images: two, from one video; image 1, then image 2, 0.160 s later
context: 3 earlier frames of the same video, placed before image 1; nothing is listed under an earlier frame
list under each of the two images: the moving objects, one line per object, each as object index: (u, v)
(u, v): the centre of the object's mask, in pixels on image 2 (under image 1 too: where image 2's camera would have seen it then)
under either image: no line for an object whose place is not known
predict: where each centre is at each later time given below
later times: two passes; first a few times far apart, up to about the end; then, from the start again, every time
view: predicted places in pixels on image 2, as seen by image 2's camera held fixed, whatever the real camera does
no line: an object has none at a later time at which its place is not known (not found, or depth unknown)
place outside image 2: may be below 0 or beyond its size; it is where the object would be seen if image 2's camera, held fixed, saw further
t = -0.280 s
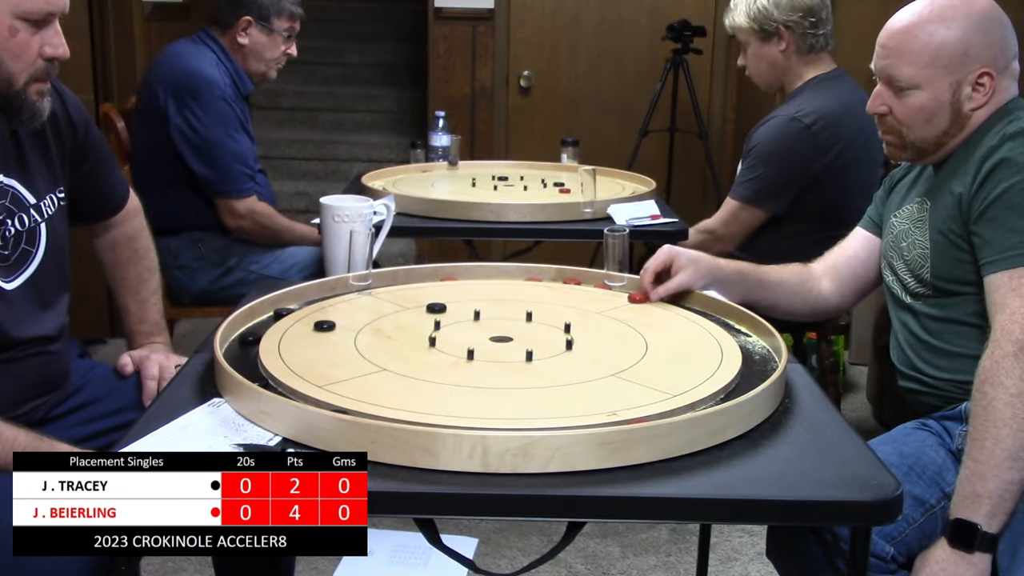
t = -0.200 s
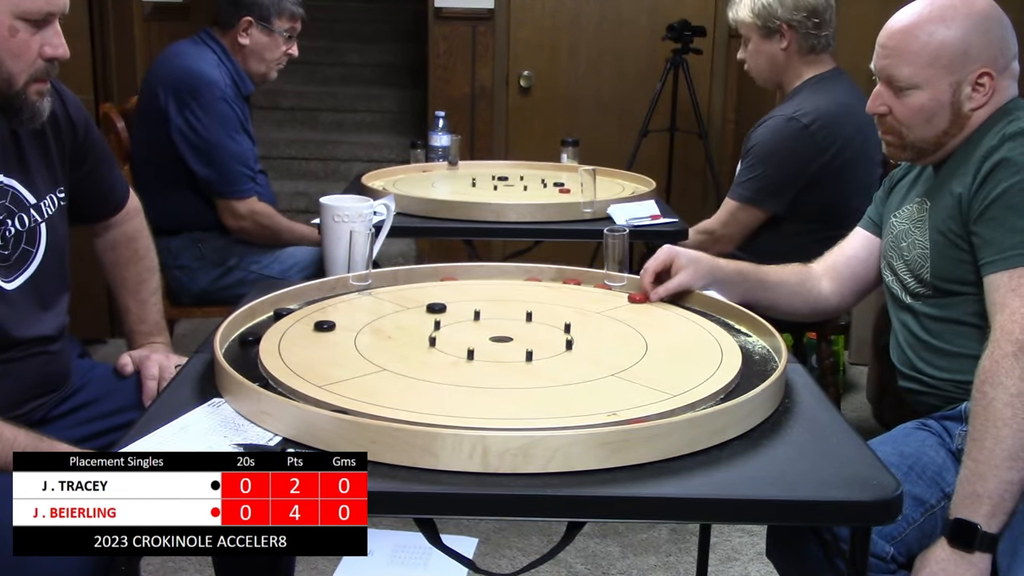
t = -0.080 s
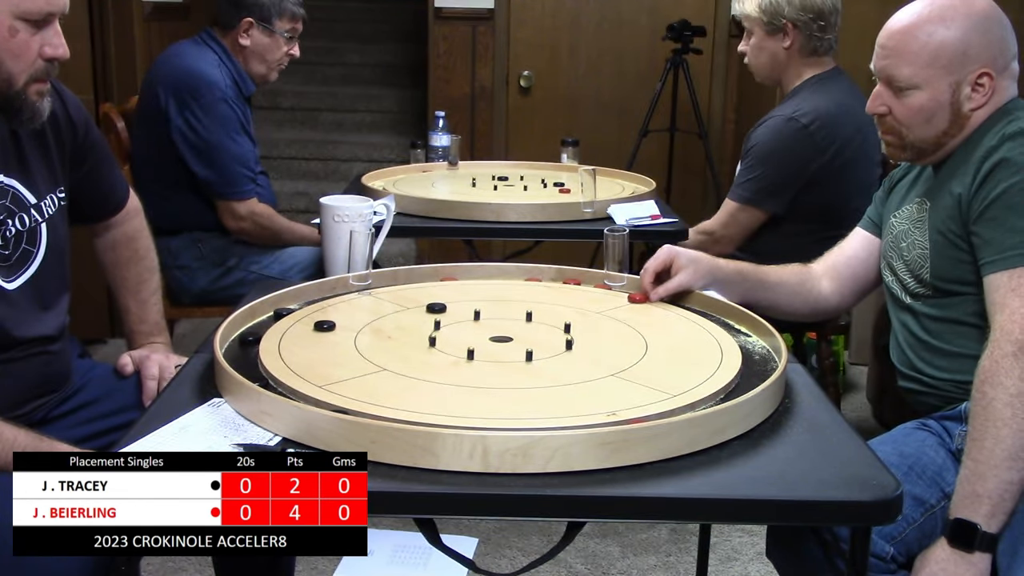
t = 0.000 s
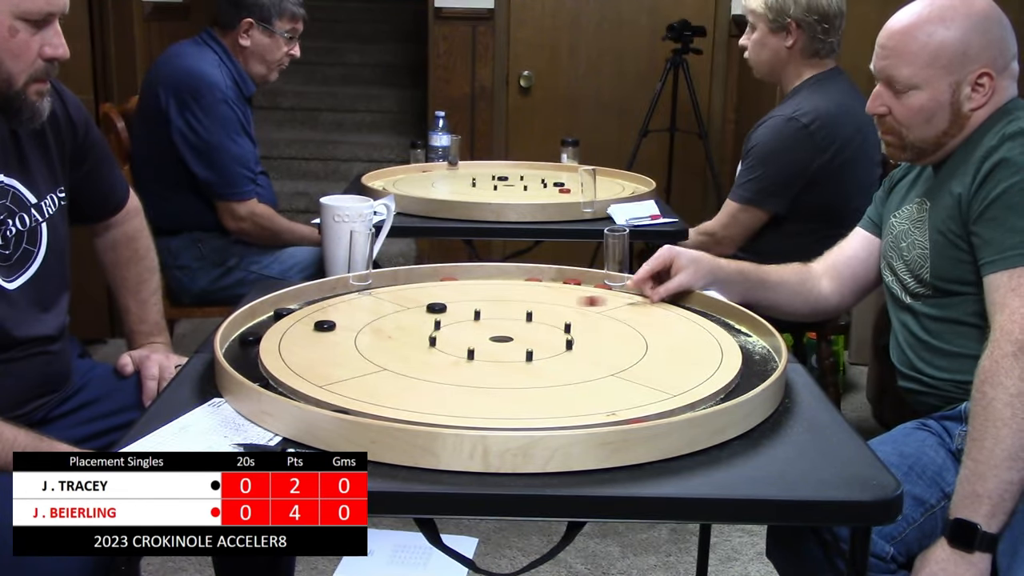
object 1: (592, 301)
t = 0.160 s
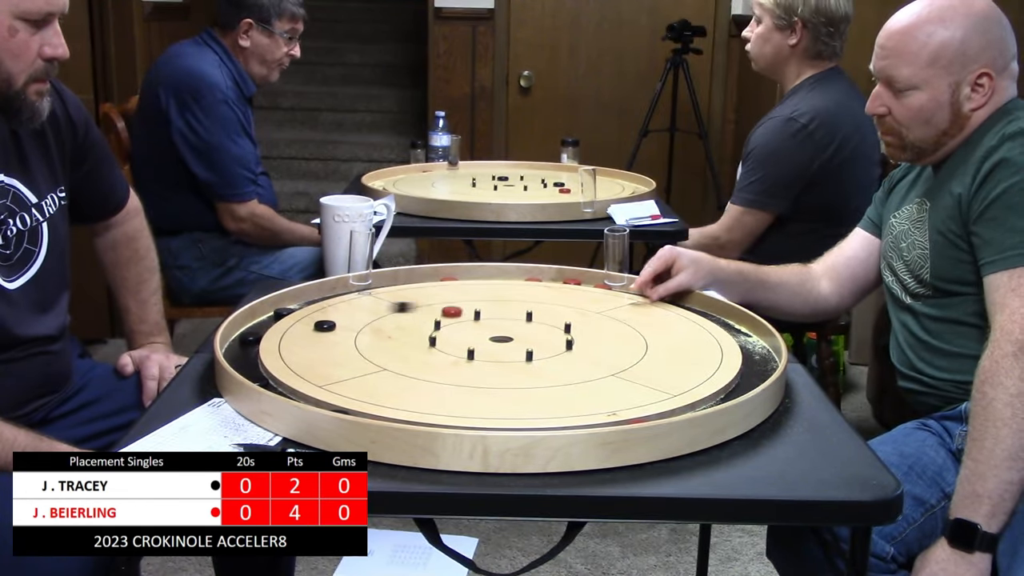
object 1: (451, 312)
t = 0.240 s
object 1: (438, 318)
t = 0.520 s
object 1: (409, 318)
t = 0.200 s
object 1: (444, 315)
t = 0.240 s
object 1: (438, 318)
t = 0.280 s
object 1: (427, 322)
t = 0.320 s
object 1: (425, 321)
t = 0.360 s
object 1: (421, 320)
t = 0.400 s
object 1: (416, 320)
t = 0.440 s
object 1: (413, 319)
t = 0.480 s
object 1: (410, 319)
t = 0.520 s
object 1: (409, 318)
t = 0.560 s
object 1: (408, 318)
